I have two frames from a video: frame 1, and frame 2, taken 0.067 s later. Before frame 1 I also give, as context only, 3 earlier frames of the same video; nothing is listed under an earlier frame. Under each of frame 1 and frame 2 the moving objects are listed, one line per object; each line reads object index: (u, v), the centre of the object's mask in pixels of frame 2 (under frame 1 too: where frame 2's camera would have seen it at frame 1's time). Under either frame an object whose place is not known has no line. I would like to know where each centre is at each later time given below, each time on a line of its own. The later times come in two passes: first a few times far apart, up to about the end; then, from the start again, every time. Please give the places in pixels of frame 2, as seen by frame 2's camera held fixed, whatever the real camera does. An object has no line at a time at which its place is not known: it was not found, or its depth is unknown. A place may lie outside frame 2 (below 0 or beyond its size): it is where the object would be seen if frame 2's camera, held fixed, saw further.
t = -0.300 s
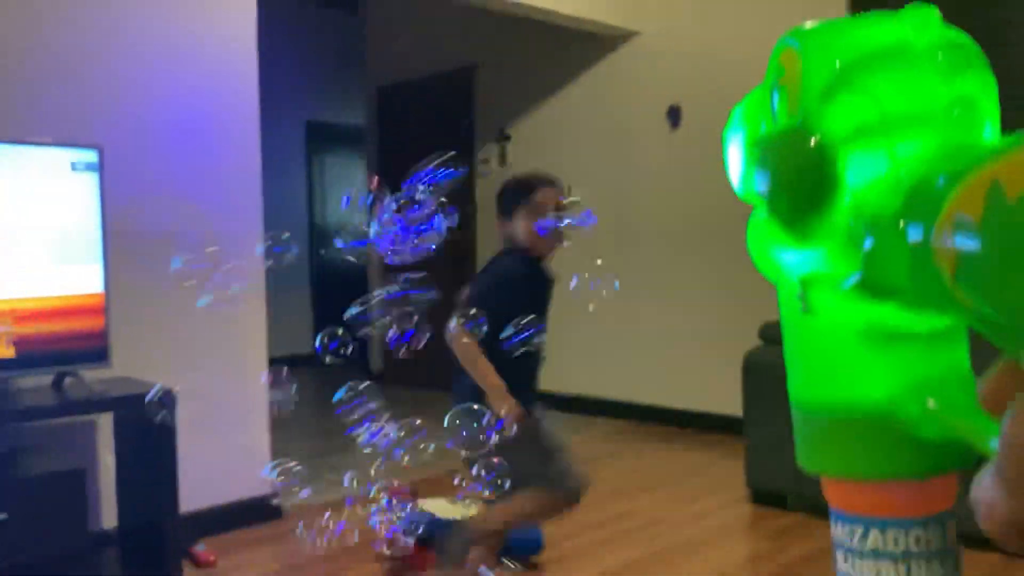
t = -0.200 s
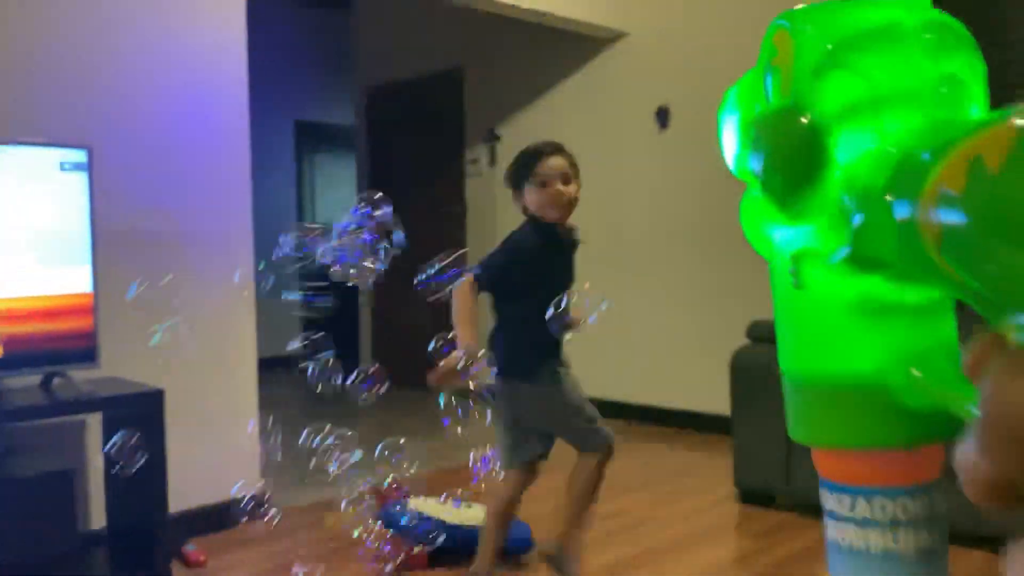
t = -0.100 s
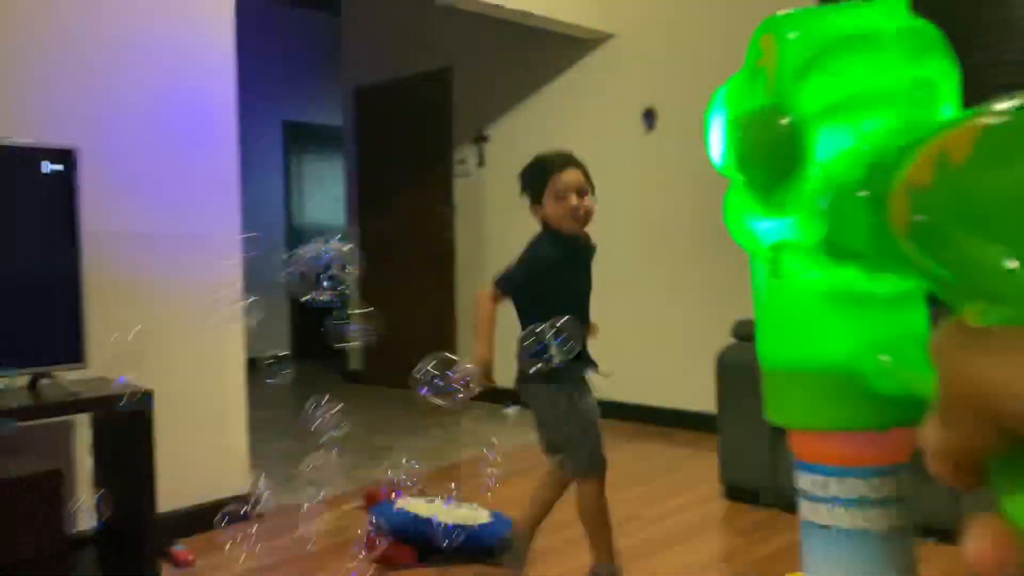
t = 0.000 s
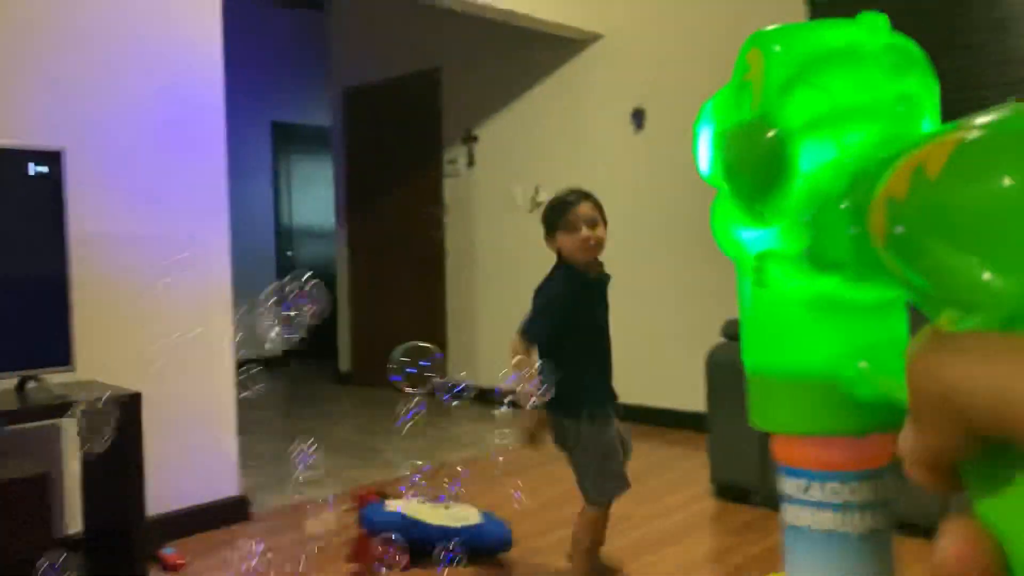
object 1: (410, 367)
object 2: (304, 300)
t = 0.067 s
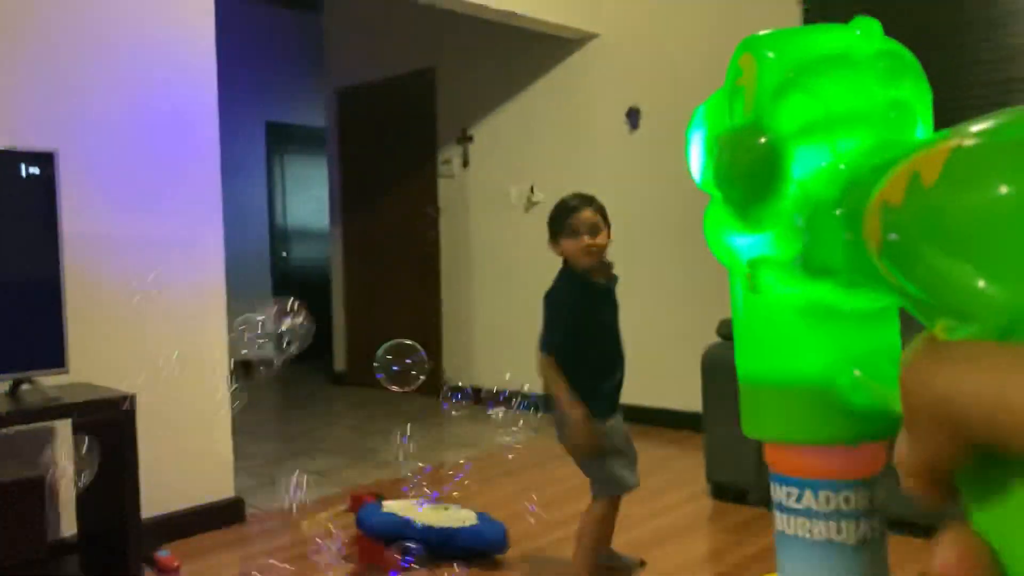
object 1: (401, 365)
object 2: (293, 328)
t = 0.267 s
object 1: (366, 351)
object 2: (285, 405)
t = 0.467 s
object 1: (370, 332)
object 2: (283, 487)
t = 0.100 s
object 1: (396, 363)
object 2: (291, 341)
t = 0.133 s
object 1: (390, 360)
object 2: (290, 352)
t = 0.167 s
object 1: (384, 358)
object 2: (287, 369)
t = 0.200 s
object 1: (377, 355)
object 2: (286, 383)
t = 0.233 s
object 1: (372, 353)
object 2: (286, 393)
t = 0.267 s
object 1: (366, 351)
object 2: (285, 405)
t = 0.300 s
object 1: (364, 349)
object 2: (284, 414)
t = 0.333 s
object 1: (364, 348)
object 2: (281, 431)
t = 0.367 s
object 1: (364, 346)
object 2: (281, 444)
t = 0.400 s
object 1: (367, 342)
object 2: (281, 455)
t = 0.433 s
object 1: (368, 337)
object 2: (279, 473)
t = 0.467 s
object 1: (370, 332)
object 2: (283, 487)
